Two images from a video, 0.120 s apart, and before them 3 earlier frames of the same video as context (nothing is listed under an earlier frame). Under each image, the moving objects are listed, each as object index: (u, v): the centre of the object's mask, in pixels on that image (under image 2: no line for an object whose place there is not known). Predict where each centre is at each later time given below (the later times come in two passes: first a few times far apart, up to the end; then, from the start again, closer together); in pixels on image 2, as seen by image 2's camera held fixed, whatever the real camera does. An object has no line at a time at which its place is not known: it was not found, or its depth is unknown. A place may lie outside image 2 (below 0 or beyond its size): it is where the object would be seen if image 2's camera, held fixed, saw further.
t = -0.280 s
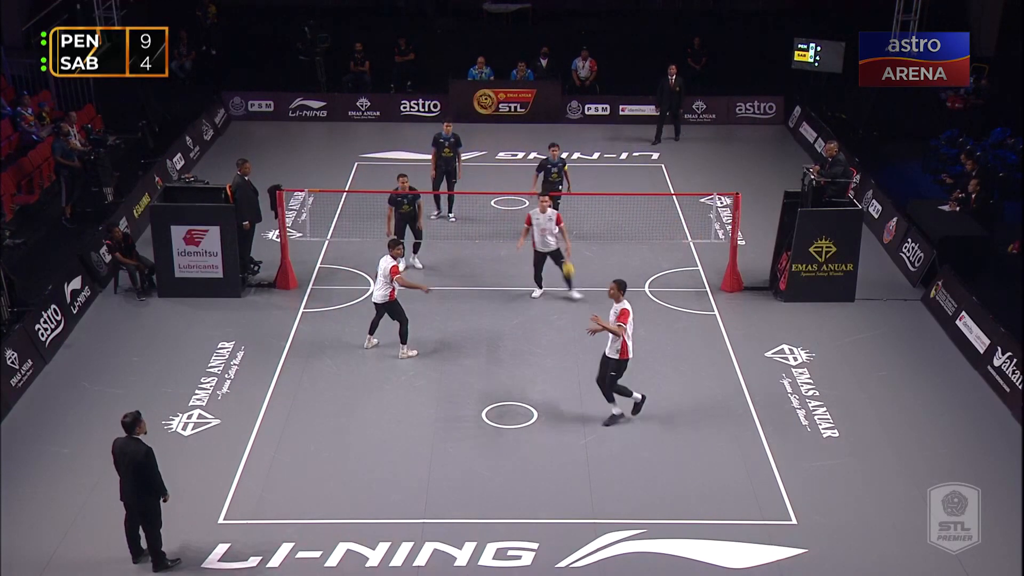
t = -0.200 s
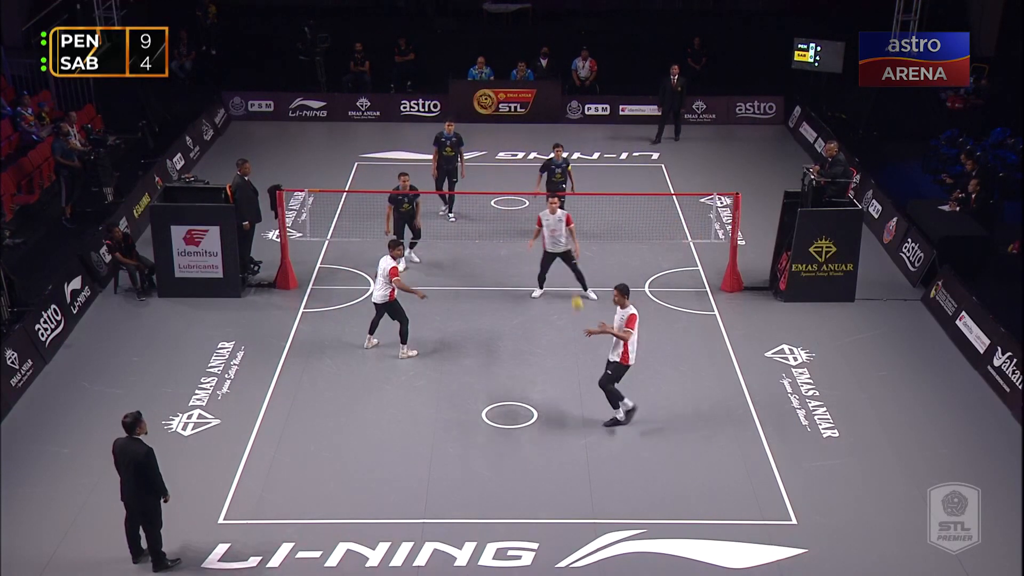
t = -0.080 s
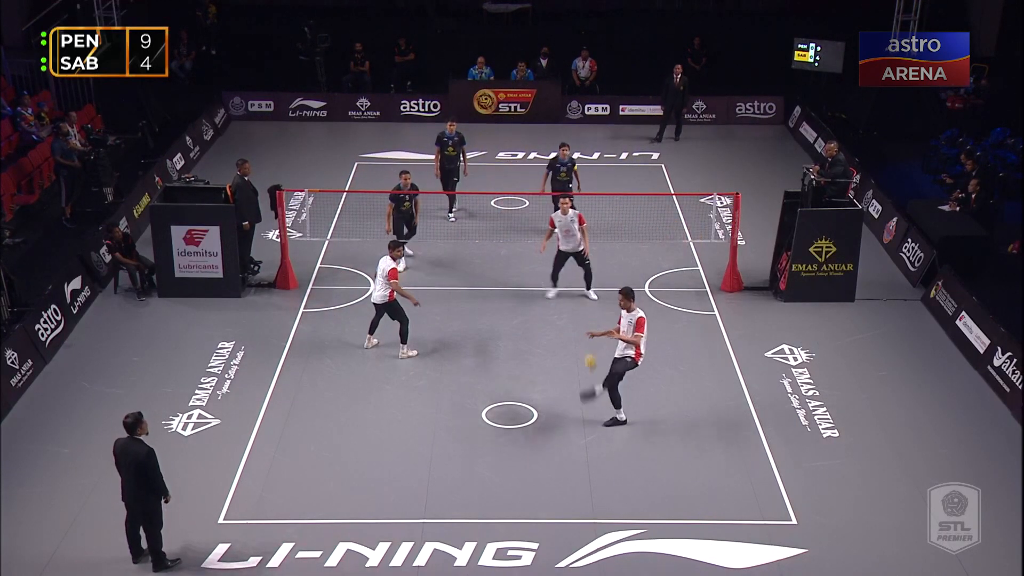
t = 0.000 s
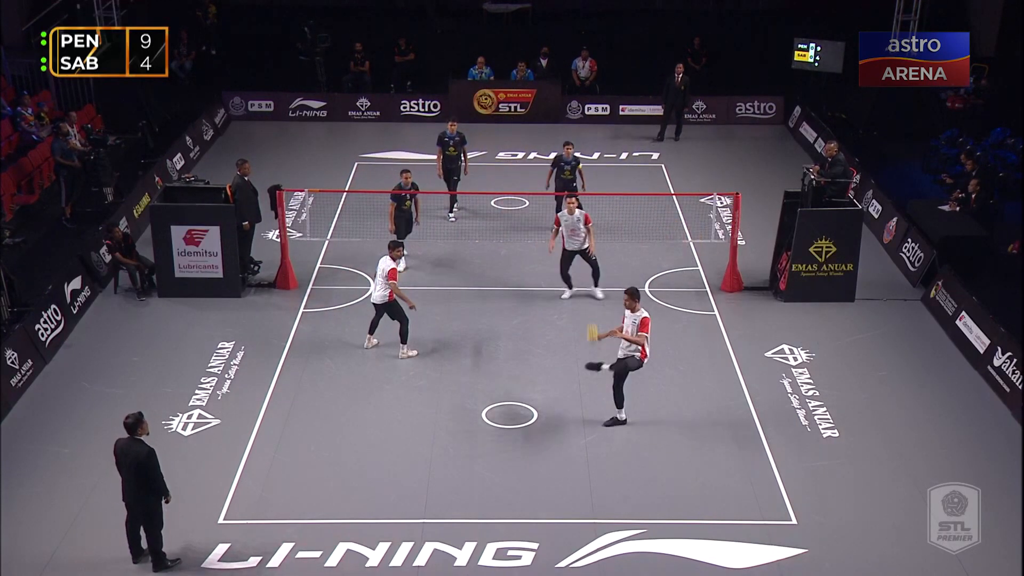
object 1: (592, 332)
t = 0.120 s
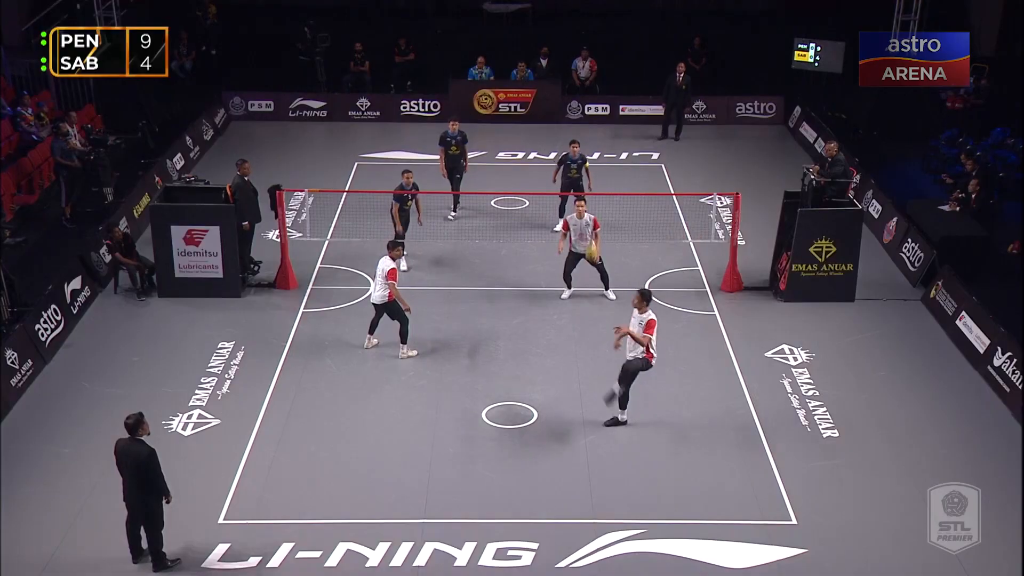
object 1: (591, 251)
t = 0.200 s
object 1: (591, 199)
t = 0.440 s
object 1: (585, 81)
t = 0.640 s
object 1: (579, 13)
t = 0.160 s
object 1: (592, 227)
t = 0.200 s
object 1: (591, 199)
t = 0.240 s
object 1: (590, 178)
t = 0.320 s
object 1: (588, 134)
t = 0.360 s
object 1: (587, 117)
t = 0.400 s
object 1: (586, 95)
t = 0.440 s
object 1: (585, 81)
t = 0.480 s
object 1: (584, 61)
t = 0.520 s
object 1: (583, 48)
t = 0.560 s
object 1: (582, 35)
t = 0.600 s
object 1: (581, 24)
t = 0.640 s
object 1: (579, 13)
